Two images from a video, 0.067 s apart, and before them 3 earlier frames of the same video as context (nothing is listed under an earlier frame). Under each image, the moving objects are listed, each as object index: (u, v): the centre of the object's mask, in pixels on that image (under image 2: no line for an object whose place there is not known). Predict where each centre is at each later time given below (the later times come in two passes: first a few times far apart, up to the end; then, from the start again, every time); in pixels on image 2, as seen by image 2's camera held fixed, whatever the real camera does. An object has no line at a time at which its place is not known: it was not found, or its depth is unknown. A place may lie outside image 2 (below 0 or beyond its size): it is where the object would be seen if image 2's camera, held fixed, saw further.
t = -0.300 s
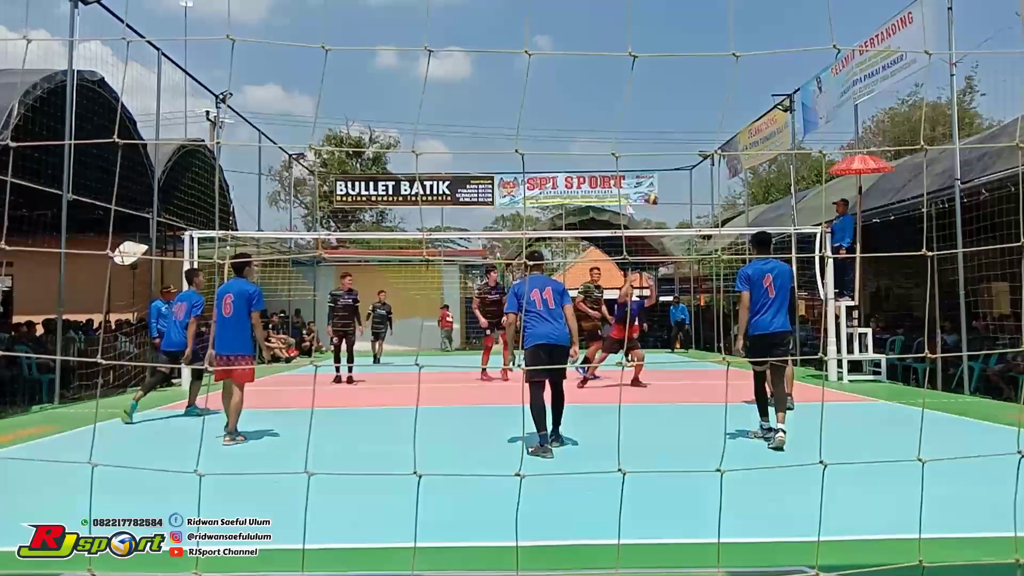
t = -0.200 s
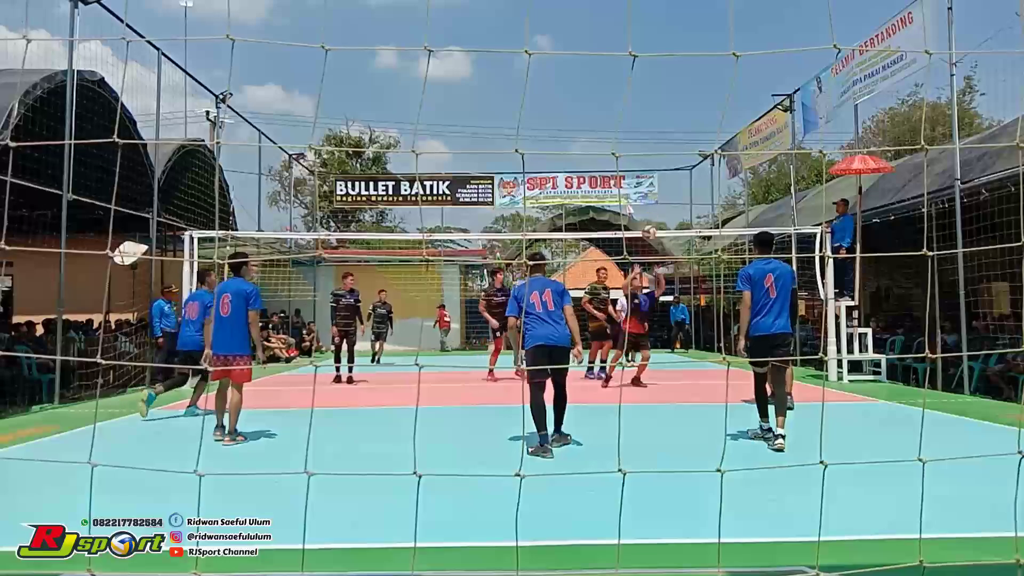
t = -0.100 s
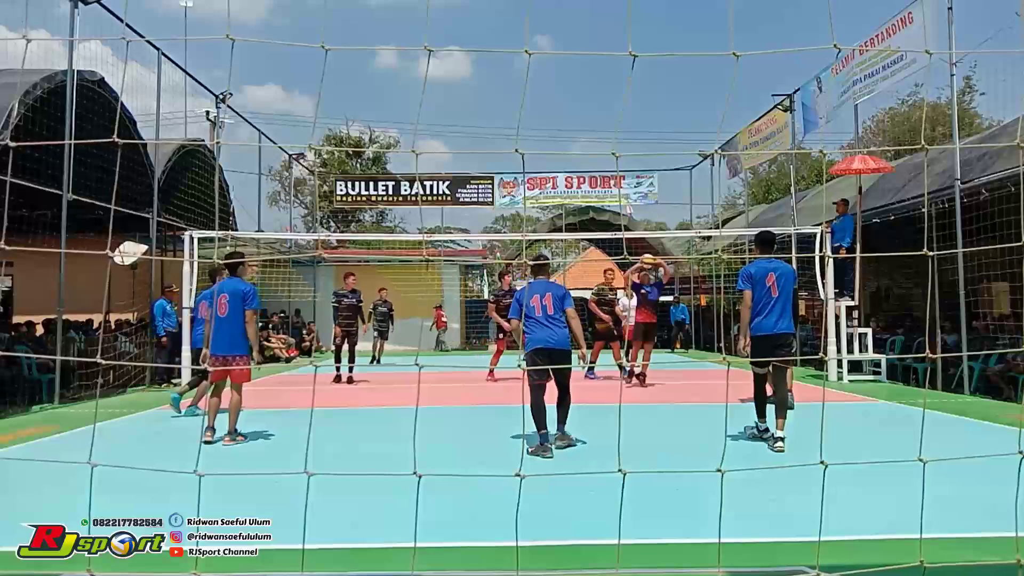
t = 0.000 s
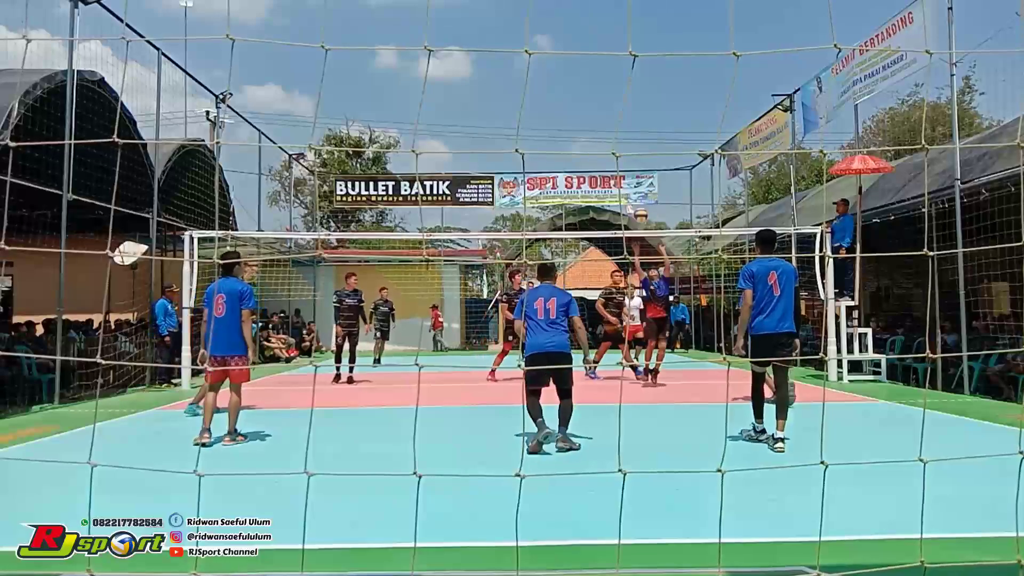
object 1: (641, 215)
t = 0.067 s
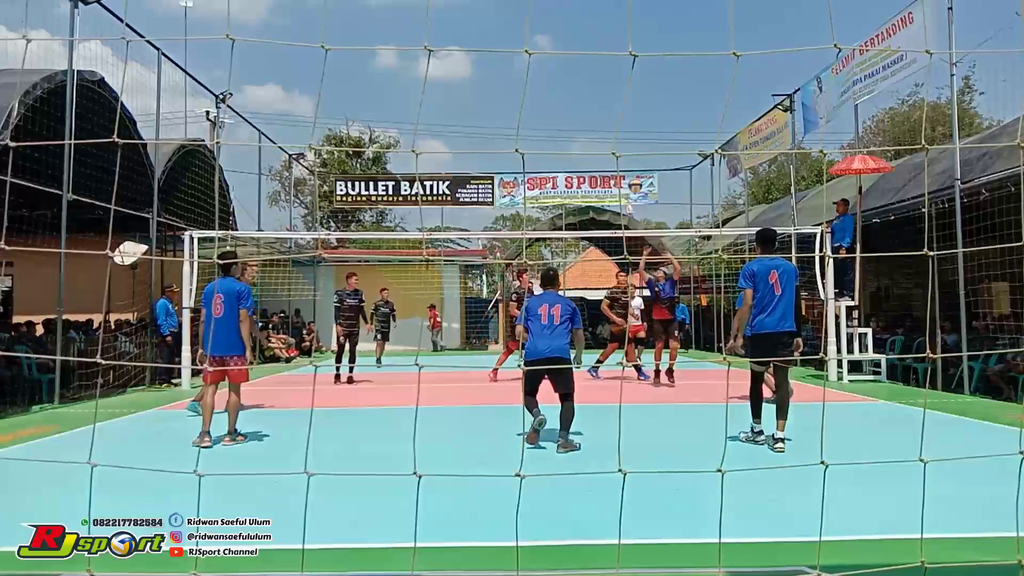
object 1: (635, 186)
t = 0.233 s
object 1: (622, 124)
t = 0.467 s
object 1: (605, 70)
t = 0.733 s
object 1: (585, 54)
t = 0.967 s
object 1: (569, 83)
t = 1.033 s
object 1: (565, 98)
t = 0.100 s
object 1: (633, 172)
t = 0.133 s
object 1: (630, 159)
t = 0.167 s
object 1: (627, 146)
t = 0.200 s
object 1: (624, 135)
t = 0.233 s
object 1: (622, 124)
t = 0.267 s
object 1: (619, 114)
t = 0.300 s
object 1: (617, 105)
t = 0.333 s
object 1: (614, 96)
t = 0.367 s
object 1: (612, 89)
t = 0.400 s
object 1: (609, 82)
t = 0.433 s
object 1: (607, 76)
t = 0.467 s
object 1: (605, 70)
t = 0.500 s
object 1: (602, 65)
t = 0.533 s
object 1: (600, 61)
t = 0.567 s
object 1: (597, 58)
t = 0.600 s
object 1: (595, 56)
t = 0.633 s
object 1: (593, 54)
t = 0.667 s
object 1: (590, 53)
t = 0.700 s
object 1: (588, 53)
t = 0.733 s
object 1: (585, 54)
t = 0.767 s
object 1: (583, 56)
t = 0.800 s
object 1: (580, 59)
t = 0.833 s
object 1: (578, 62)
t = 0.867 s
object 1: (576, 66)
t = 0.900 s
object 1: (574, 71)
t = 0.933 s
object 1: (572, 76)
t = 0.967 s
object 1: (569, 83)
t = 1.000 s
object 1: (567, 90)
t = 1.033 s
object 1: (565, 98)
